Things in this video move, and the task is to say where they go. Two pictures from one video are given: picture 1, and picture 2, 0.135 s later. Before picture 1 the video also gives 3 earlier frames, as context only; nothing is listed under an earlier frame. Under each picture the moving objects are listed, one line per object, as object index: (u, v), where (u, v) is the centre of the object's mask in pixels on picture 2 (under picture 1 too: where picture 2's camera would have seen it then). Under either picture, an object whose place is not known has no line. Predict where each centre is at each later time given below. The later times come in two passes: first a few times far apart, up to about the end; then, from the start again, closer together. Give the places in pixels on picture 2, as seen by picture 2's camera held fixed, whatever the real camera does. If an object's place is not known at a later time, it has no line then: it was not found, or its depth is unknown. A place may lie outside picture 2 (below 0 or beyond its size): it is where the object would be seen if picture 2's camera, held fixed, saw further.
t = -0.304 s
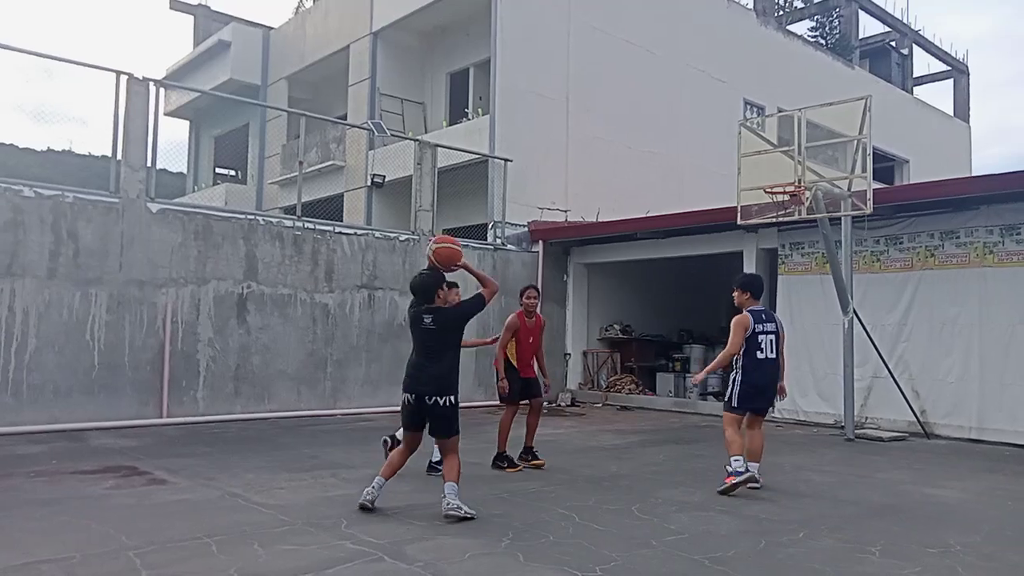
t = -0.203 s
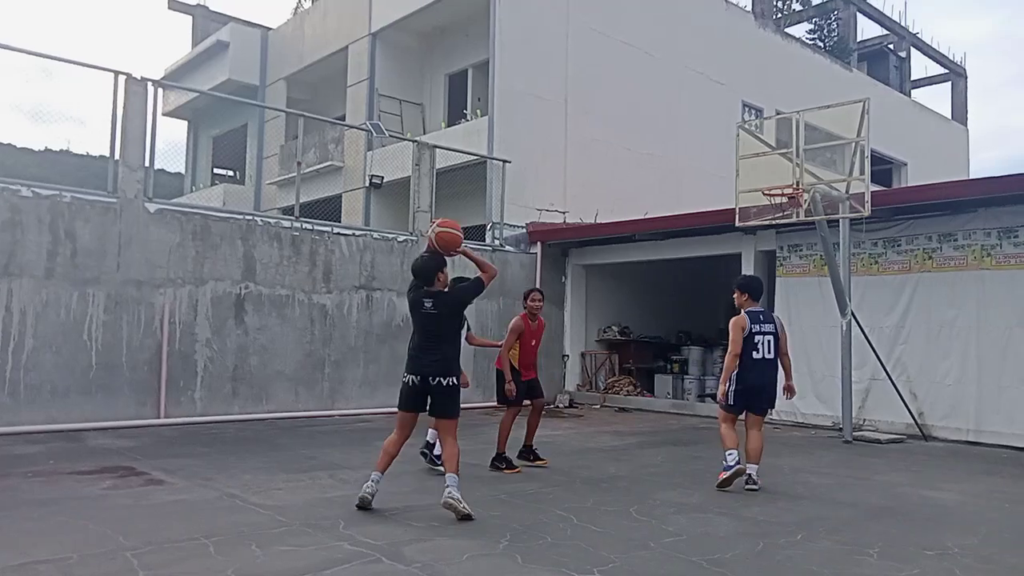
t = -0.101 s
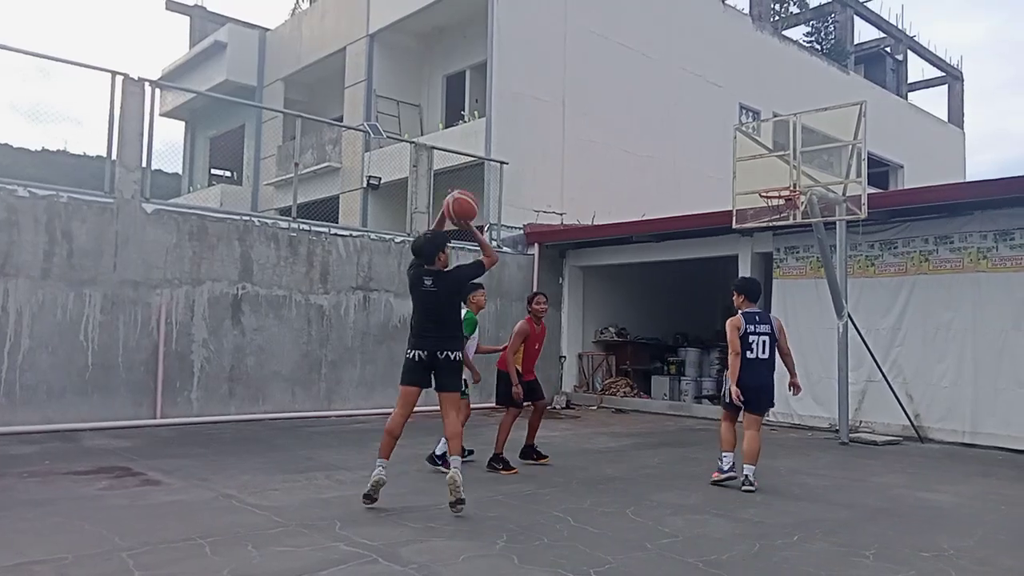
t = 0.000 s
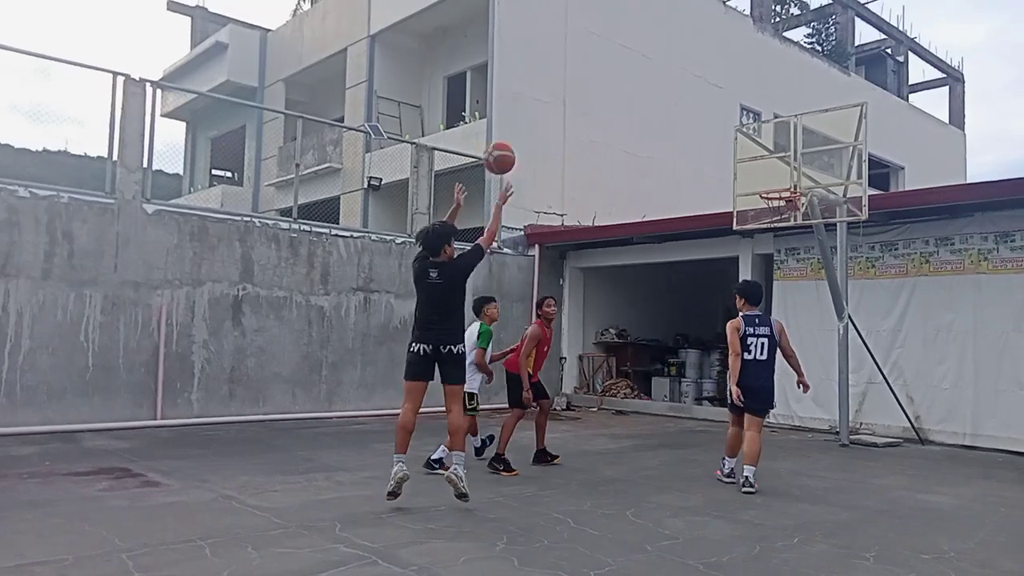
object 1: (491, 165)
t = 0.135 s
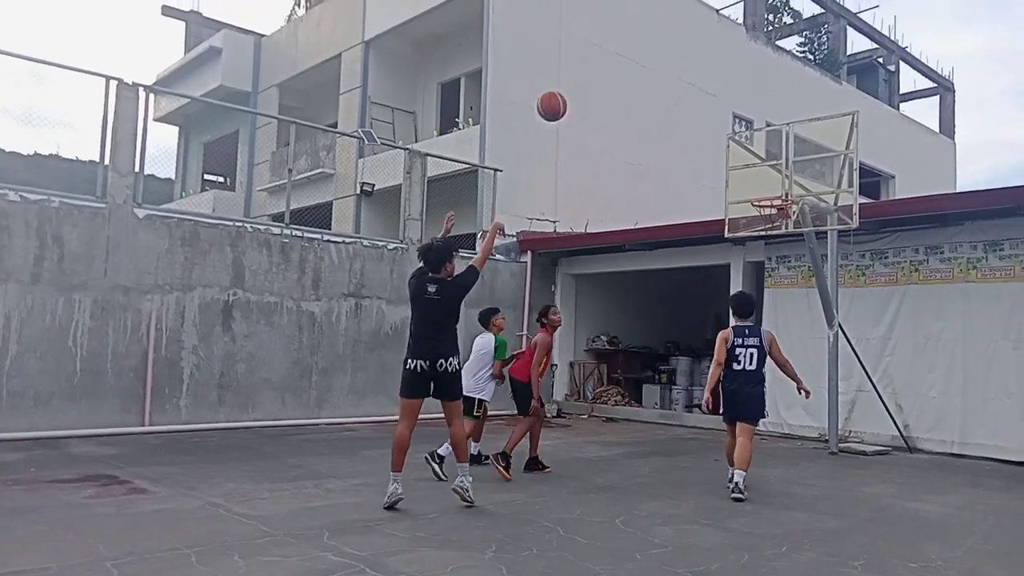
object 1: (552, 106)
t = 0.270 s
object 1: (604, 75)
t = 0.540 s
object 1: (685, 80)
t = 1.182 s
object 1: (751, 163)
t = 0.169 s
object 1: (565, 96)
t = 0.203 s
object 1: (579, 88)
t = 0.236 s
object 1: (592, 81)
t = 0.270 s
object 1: (604, 75)
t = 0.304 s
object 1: (616, 71)
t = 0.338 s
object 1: (628, 69)
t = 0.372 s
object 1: (639, 68)
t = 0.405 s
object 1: (649, 69)
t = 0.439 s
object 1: (658, 70)
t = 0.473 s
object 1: (667, 72)
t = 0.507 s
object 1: (676, 75)
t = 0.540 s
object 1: (685, 80)
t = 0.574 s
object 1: (693, 86)
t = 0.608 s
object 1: (701, 92)
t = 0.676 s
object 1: (718, 108)
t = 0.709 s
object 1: (725, 117)
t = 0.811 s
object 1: (748, 150)
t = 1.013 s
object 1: (764, 189)
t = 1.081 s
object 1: (759, 176)
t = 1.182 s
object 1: (751, 163)
